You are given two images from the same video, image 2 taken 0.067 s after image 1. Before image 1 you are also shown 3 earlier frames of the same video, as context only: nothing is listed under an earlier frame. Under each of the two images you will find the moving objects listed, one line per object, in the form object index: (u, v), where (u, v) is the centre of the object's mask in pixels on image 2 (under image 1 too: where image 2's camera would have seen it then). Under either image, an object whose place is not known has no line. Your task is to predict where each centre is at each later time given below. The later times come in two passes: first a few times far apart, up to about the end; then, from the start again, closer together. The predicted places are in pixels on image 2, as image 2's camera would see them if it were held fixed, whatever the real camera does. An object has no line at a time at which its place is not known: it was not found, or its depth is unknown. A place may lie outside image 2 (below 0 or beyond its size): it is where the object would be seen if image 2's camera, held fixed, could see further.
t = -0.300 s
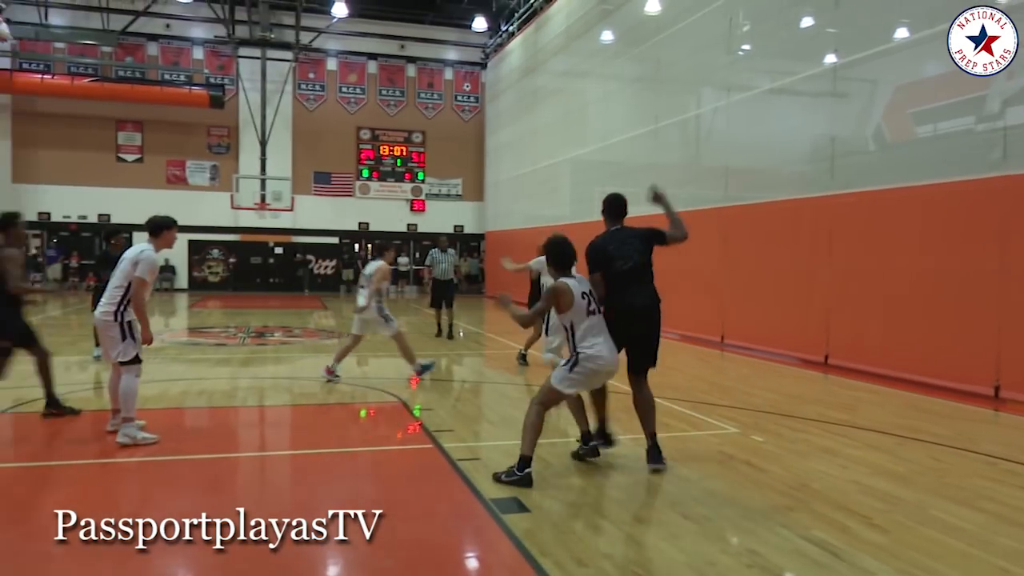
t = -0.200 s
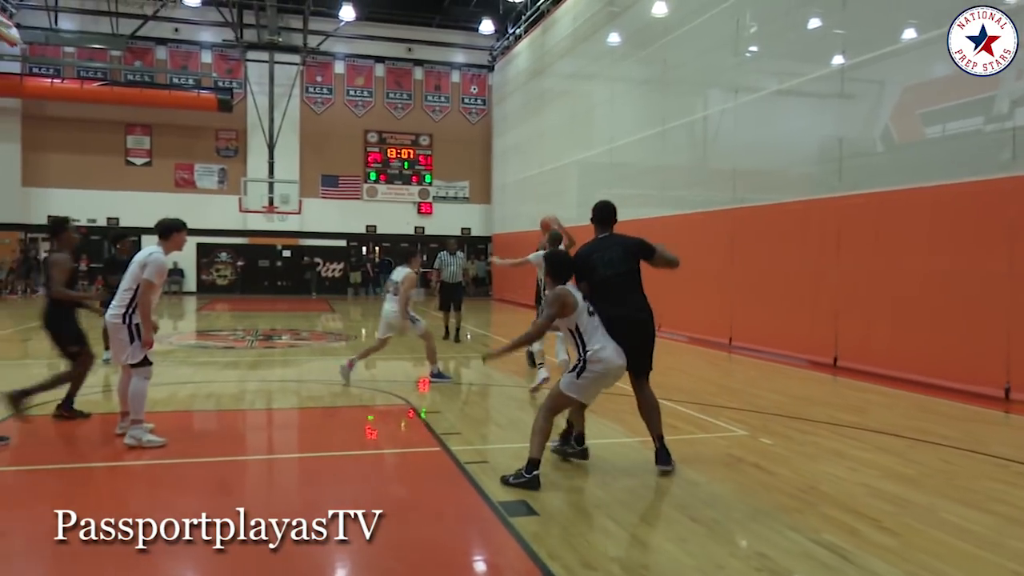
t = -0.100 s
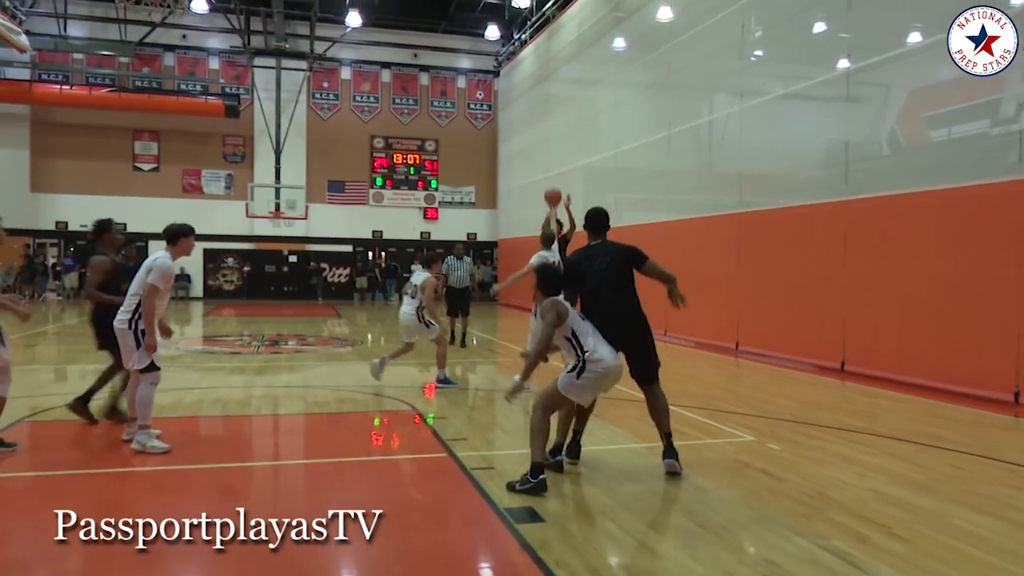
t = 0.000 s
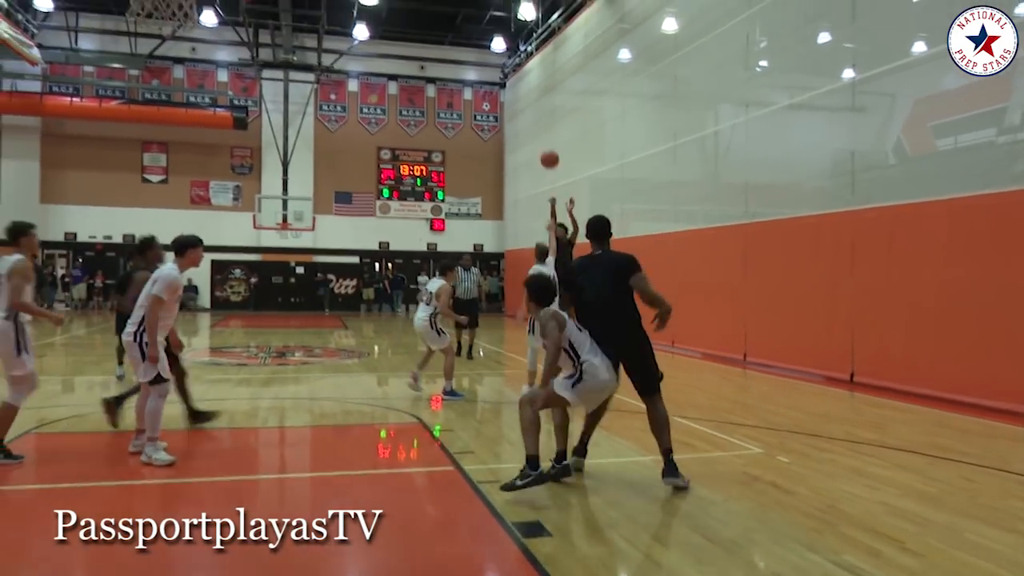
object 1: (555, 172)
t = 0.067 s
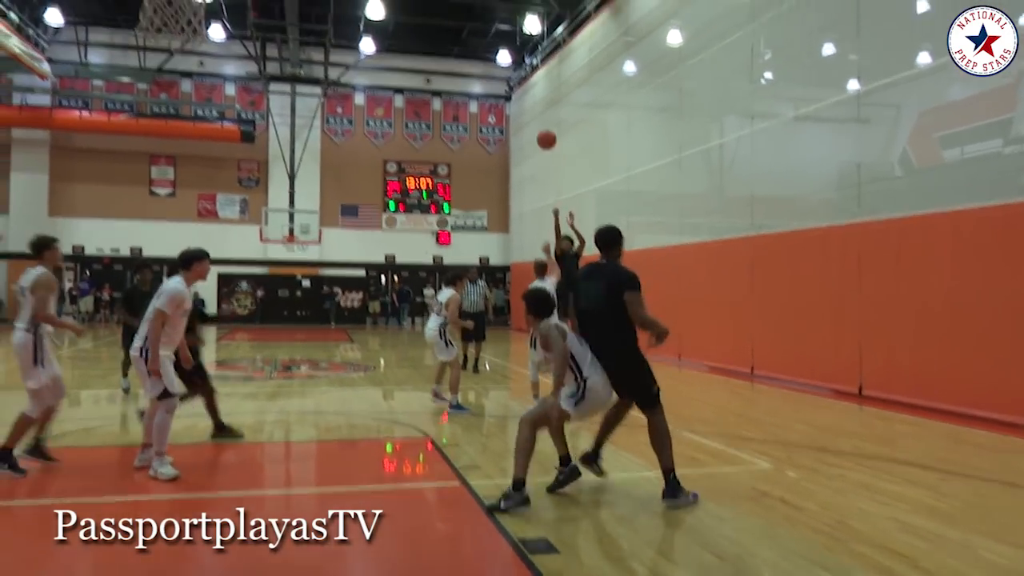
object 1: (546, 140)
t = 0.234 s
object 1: (521, 63)
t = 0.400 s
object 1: (490, -7)
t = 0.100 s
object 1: (541, 124)
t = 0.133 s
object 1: (537, 108)
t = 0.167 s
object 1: (532, 93)
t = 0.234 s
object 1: (521, 63)
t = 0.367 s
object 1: (497, 6)
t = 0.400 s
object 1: (490, -7)
